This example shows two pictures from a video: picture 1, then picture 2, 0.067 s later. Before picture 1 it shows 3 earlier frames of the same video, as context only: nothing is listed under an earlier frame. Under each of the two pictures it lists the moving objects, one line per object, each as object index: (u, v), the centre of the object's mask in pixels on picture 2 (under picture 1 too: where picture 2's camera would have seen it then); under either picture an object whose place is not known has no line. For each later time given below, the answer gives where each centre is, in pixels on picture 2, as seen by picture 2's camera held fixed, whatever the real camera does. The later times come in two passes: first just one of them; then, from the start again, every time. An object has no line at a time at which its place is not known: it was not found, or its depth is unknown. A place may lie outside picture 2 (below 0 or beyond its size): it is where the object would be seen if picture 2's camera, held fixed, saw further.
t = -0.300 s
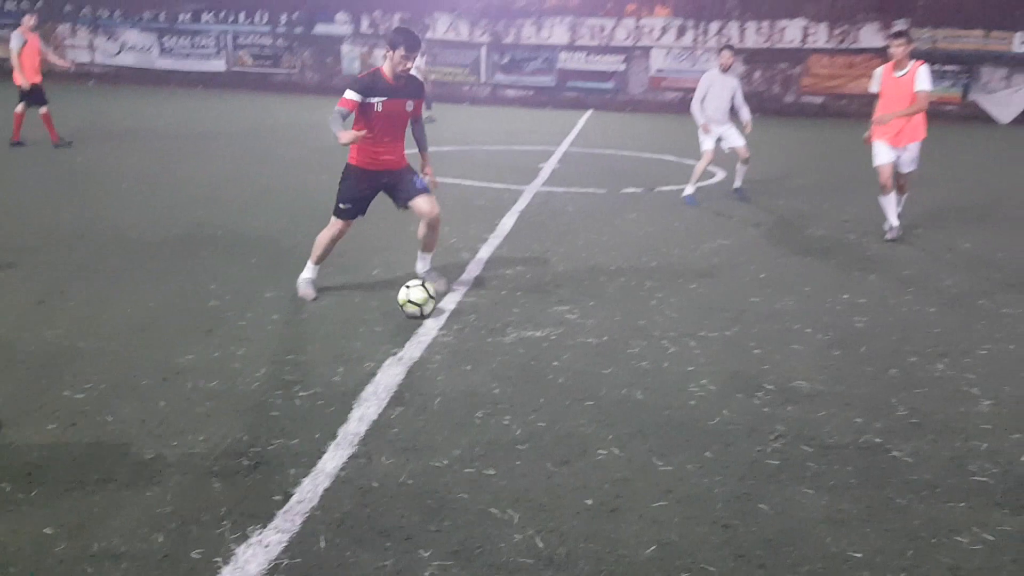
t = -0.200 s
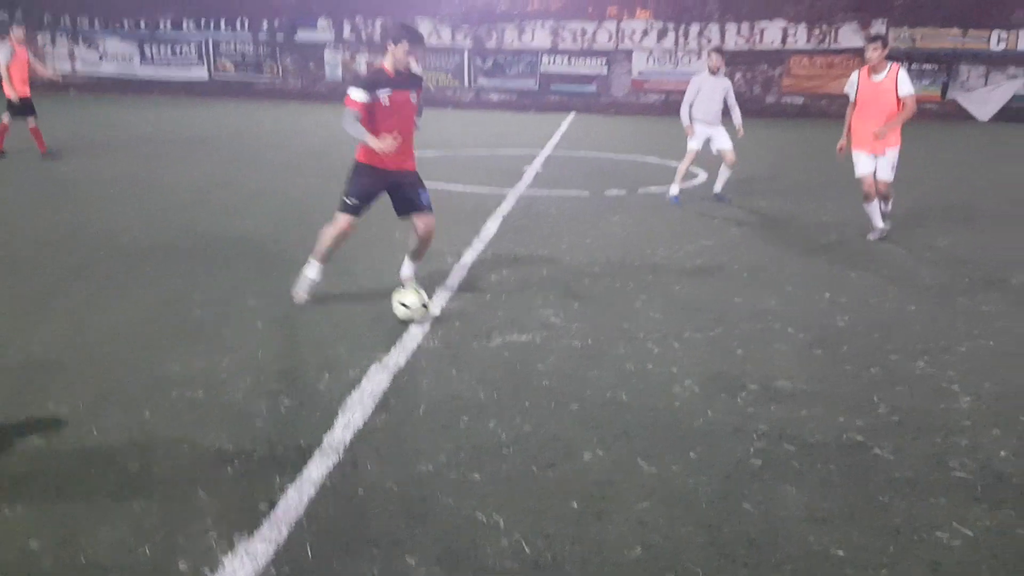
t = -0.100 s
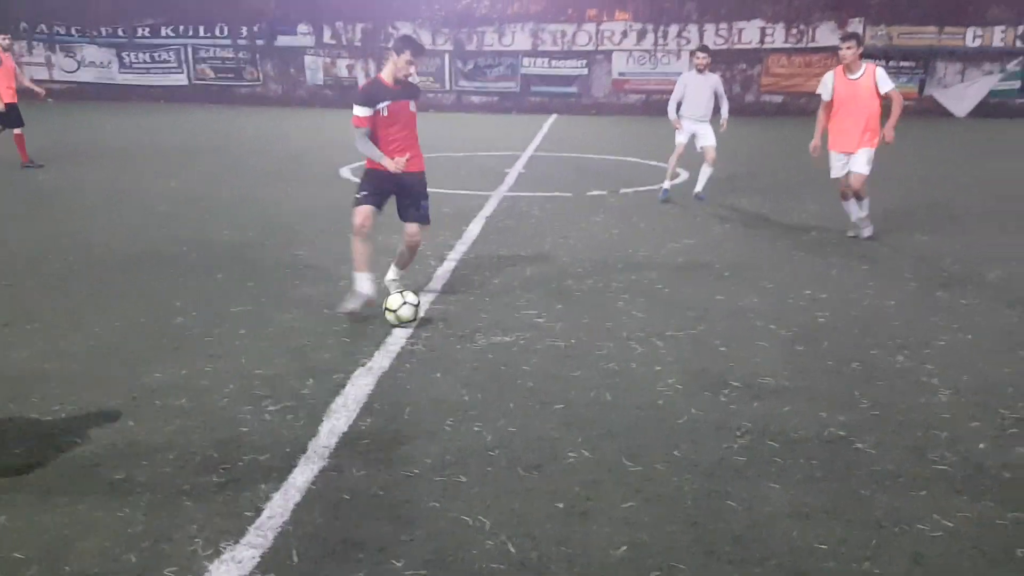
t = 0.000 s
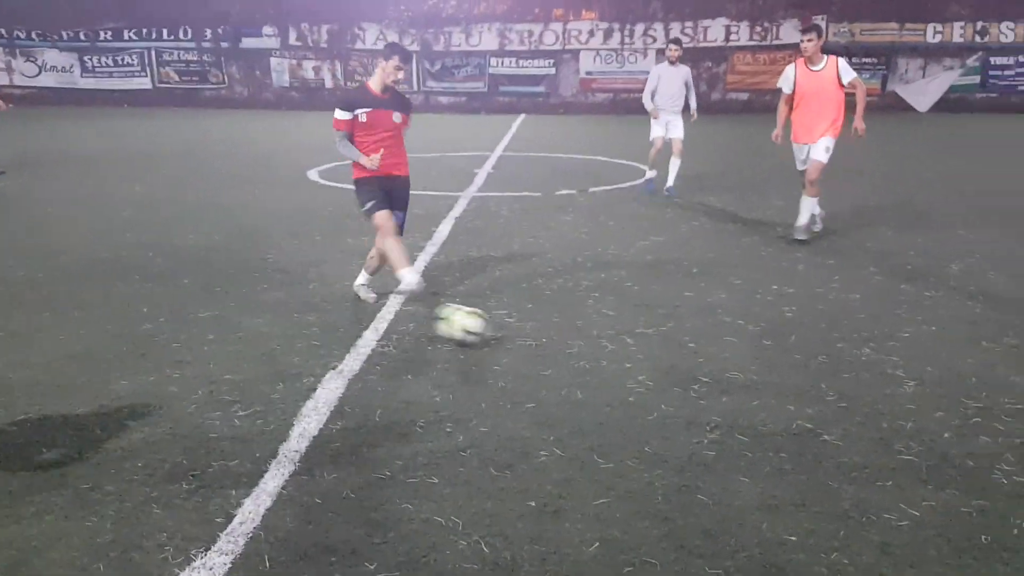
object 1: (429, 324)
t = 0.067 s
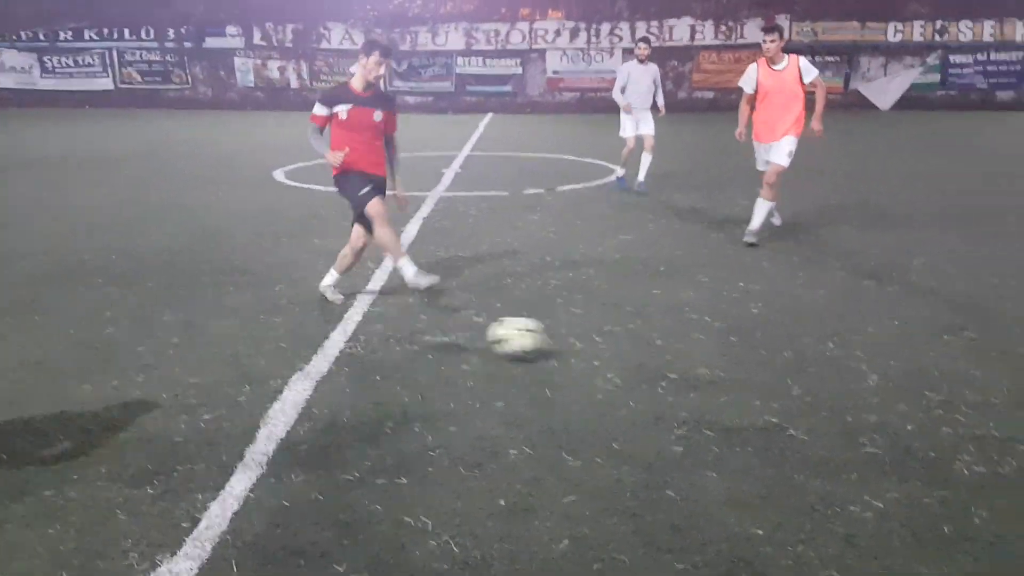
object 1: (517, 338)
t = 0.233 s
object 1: (764, 376)
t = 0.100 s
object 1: (563, 344)
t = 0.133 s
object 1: (612, 355)
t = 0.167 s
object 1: (661, 365)
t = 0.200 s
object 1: (713, 373)
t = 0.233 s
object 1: (764, 376)
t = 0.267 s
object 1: (816, 383)
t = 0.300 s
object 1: (873, 391)
